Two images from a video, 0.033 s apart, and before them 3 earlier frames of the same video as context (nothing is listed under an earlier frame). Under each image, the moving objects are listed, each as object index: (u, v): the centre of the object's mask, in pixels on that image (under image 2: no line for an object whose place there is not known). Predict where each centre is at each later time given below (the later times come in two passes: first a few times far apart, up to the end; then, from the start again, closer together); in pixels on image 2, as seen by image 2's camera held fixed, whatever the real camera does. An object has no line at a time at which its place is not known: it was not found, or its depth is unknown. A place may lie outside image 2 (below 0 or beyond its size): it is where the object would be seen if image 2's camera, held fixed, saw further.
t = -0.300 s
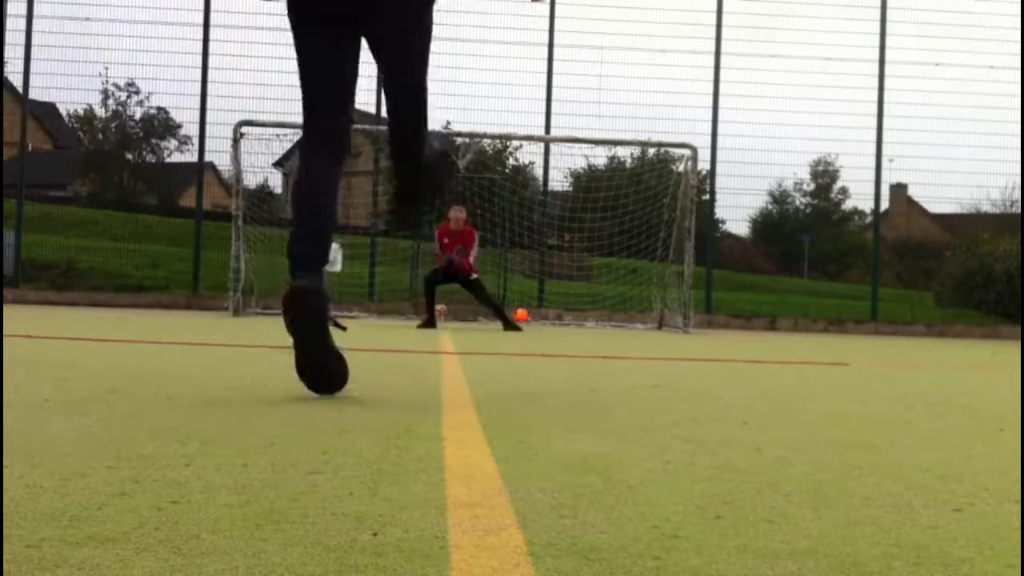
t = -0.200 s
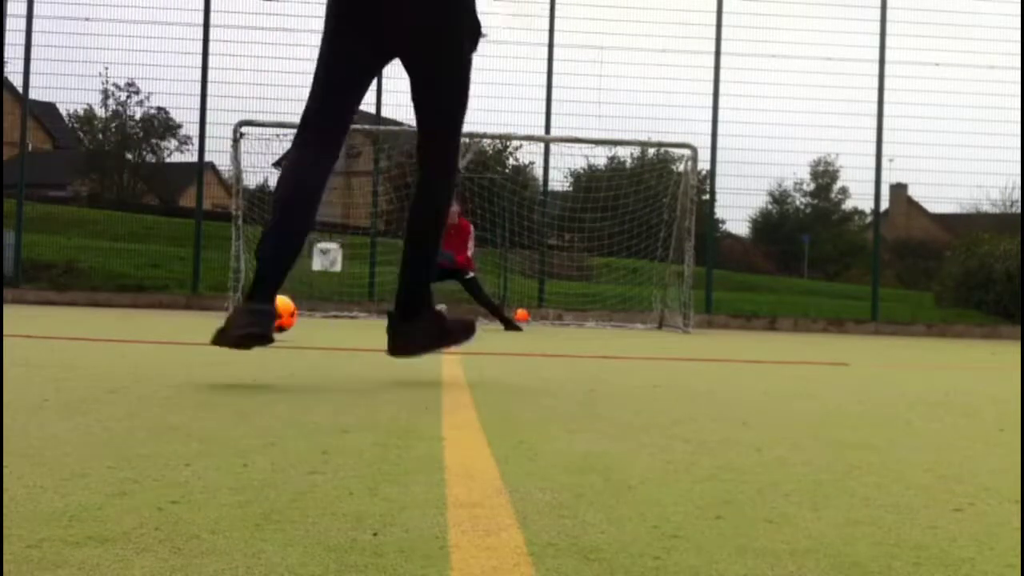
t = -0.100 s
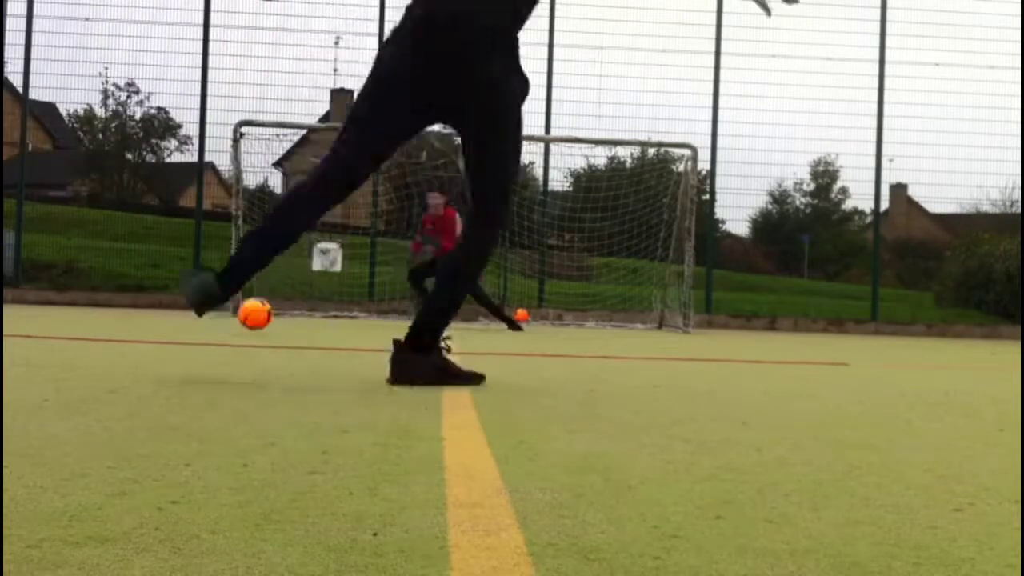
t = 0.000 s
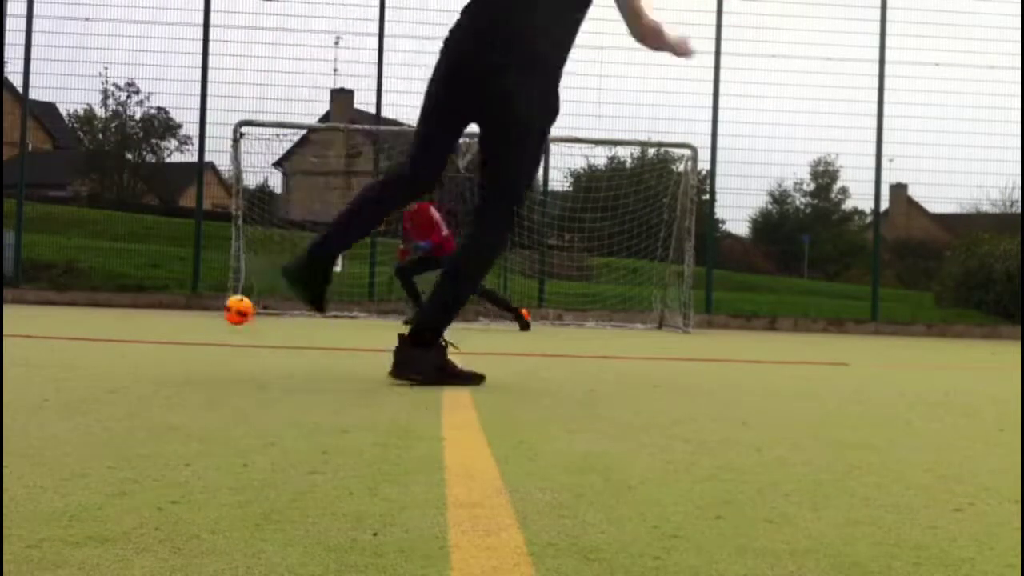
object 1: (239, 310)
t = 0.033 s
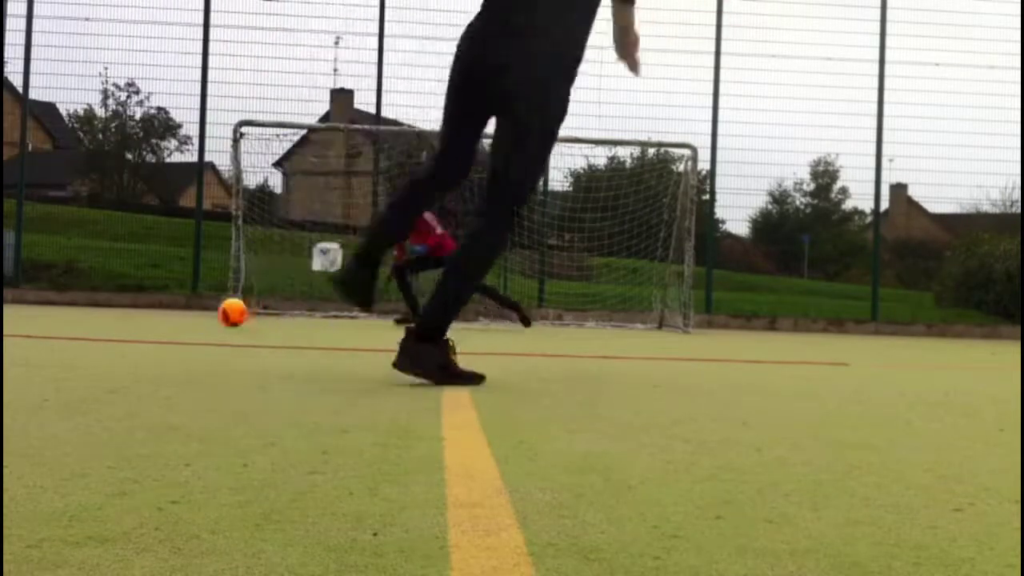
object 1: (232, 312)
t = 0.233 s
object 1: (215, 302)
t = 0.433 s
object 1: (200, 305)
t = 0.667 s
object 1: (186, 304)
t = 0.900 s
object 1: (175, 303)
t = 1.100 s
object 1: (165, 301)
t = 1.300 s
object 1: (156, 298)
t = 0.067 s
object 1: (228, 314)
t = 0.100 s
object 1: (225, 308)
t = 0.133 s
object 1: (222, 304)
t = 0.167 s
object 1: (220, 302)
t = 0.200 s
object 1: (217, 301)
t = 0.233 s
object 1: (215, 302)
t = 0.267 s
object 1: (212, 304)
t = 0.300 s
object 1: (206, 309)
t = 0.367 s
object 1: (204, 307)
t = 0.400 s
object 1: (202, 305)
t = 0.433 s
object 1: (200, 305)
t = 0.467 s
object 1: (197, 306)
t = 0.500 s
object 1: (195, 307)
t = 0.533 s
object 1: (194, 304)
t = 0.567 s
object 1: (192, 302)
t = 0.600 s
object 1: (190, 301)
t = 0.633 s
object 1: (188, 302)
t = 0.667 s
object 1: (186, 304)
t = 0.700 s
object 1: (185, 305)
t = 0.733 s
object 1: (184, 302)
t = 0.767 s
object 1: (182, 300)
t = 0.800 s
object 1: (181, 300)
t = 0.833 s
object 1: (179, 300)
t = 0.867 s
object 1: (177, 301)
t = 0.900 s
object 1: (175, 303)
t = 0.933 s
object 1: (174, 301)
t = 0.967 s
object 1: (173, 301)
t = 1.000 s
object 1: (171, 301)
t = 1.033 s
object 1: (169, 301)
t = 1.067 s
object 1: (166, 302)
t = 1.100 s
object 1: (165, 301)
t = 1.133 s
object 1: (164, 301)
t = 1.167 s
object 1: (161, 301)
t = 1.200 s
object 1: (160, 301)
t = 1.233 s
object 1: (158, 300)
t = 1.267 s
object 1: (157, 299)
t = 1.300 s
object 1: (156, 298)
